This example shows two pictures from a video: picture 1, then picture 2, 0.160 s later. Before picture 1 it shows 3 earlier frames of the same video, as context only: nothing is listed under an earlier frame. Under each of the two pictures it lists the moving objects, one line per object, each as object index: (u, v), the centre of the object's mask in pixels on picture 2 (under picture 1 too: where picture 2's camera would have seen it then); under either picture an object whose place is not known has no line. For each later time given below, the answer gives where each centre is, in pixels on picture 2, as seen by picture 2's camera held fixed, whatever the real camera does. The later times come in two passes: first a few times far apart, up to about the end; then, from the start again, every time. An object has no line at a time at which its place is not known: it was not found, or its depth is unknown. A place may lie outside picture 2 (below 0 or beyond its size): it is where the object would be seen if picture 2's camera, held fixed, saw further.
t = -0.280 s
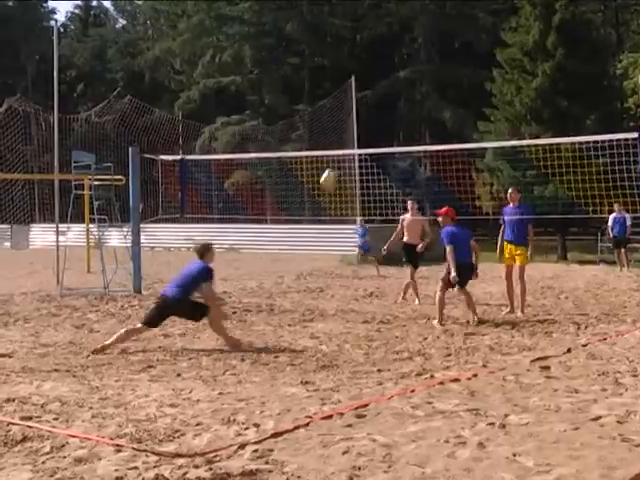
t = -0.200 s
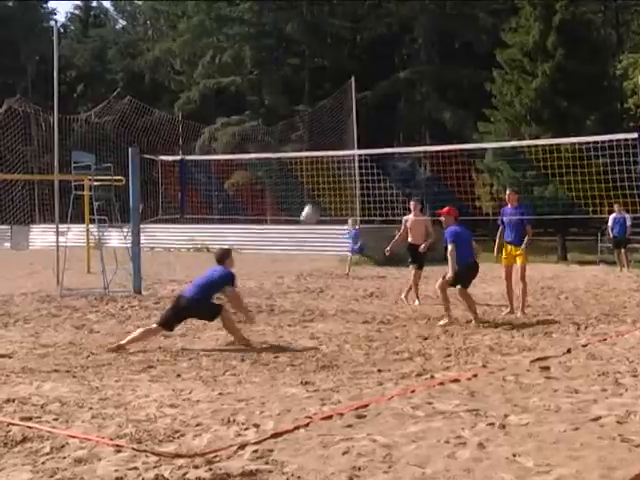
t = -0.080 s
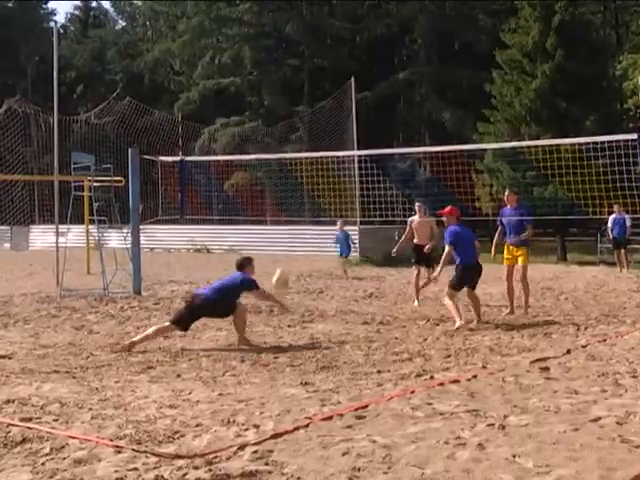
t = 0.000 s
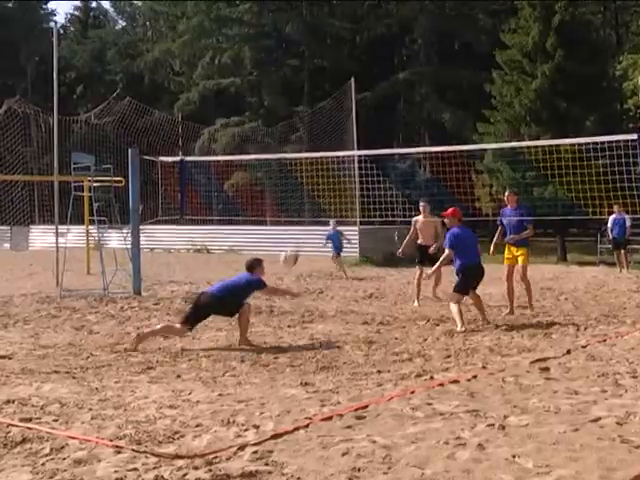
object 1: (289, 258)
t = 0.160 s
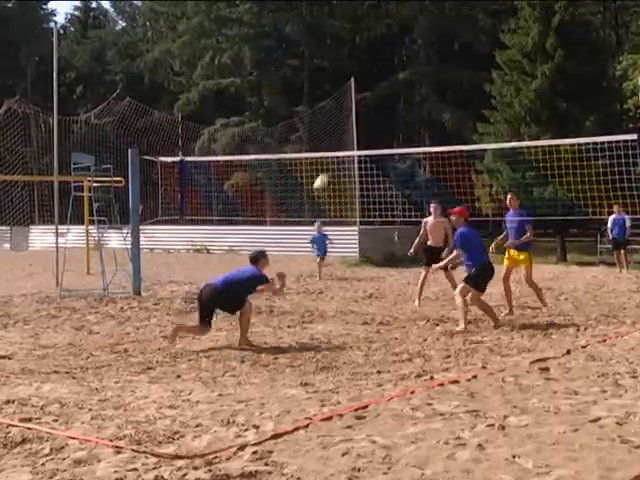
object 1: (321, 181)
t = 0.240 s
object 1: (339, 155)
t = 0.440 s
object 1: (380, 108)
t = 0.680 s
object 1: (428, 91)
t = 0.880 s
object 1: (467, 113)
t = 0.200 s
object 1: (329, 168)
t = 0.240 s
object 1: (339, 155)
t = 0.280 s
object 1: (346, 141)
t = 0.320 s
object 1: (354, 132)
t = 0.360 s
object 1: (363, 123)
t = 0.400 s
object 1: (371, 115)
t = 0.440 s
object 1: (380, 108)
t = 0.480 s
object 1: (388, 102)
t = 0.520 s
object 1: (395, 98)
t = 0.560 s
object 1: (403, 93)
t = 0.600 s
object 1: (412, 92)
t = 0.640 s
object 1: (420, 91)
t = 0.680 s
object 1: (428, 91)
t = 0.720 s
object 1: (436, 93)
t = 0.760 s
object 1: (445, 96)
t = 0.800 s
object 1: (453, 100)
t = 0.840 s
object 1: (460, 106)
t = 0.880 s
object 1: (467, 113)
